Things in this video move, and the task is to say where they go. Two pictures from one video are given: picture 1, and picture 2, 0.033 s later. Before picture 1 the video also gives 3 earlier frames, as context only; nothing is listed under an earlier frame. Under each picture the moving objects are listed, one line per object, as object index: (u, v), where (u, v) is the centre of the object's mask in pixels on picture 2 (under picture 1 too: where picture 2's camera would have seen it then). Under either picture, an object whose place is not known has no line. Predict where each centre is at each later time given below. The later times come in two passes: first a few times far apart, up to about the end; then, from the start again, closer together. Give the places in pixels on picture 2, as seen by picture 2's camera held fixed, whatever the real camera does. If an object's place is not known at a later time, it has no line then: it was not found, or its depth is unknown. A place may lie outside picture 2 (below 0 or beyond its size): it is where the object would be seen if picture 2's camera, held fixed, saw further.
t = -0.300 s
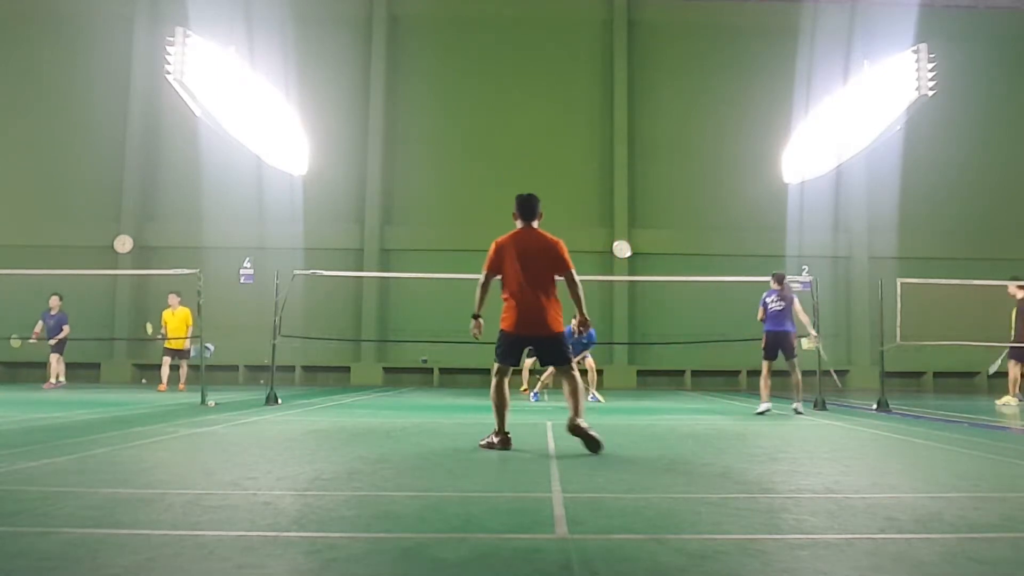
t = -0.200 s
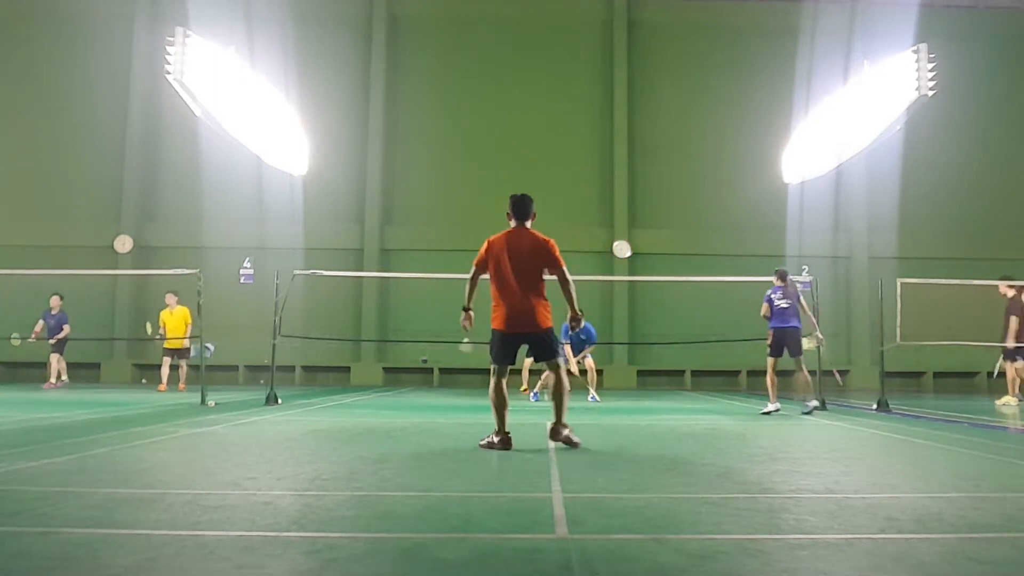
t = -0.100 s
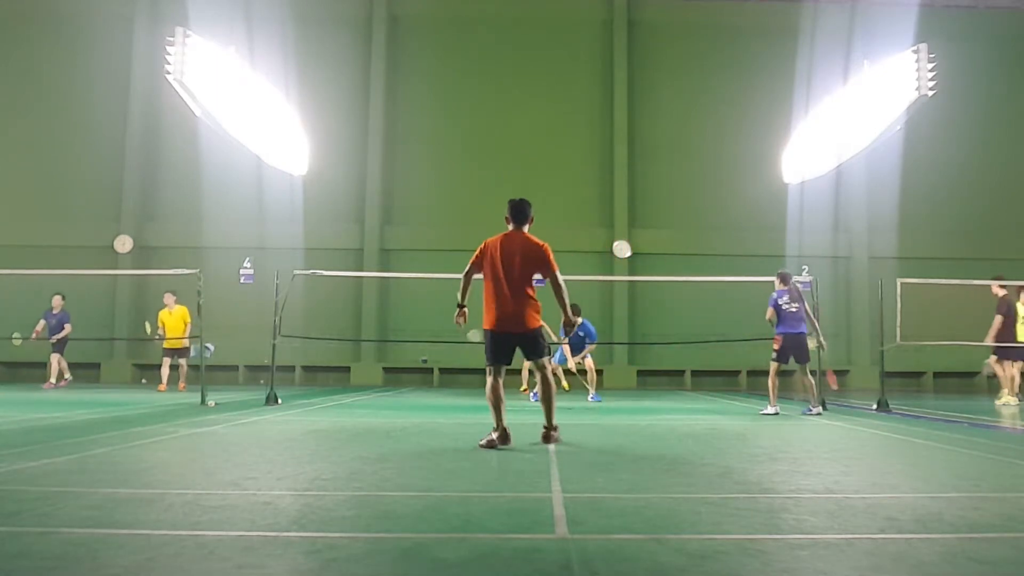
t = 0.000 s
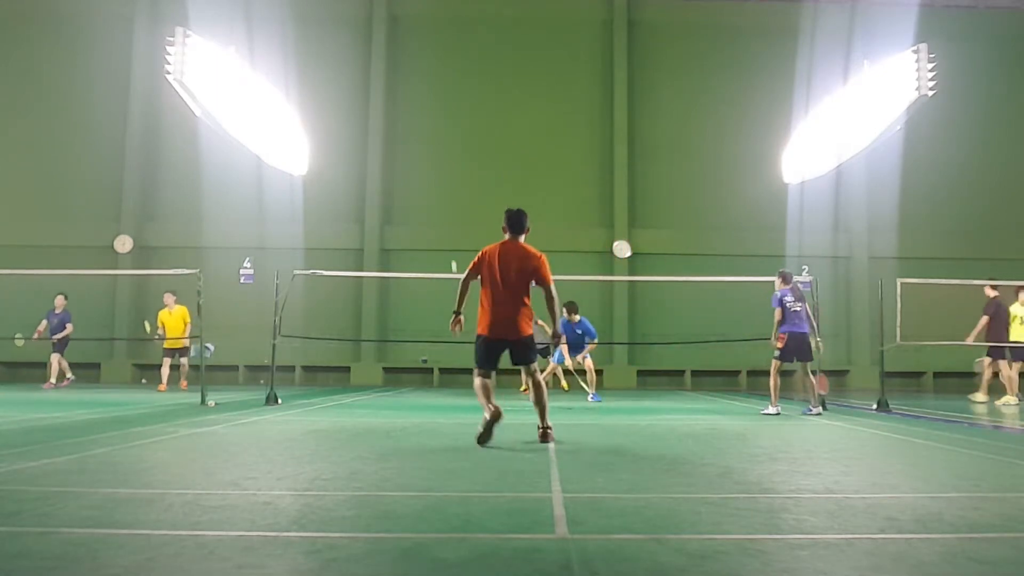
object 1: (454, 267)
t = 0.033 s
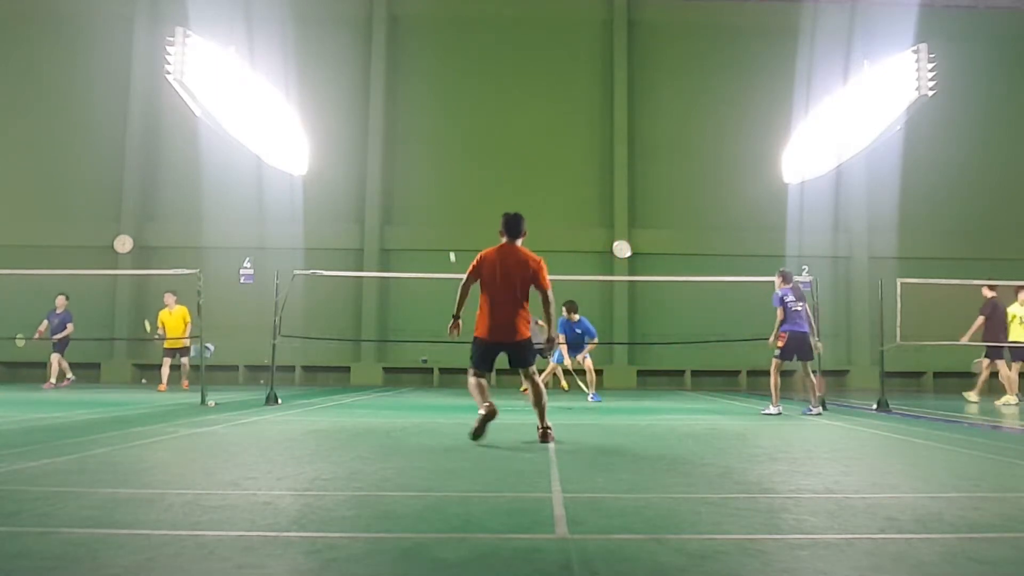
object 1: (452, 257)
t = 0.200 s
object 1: (443, 225)
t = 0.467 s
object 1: (431, 219)
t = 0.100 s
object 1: (448, 241)
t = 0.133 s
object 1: (447, 235)
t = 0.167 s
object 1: (445, 229)
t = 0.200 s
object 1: (443, 225)
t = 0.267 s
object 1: (440, 218)
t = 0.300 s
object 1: (438, 216)
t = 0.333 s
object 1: (437, 215)
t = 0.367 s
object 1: (436, 215)
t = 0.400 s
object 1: (434, 215)
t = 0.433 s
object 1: (432, 216)
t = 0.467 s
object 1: (431, 219)
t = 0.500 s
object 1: (429, 222)
